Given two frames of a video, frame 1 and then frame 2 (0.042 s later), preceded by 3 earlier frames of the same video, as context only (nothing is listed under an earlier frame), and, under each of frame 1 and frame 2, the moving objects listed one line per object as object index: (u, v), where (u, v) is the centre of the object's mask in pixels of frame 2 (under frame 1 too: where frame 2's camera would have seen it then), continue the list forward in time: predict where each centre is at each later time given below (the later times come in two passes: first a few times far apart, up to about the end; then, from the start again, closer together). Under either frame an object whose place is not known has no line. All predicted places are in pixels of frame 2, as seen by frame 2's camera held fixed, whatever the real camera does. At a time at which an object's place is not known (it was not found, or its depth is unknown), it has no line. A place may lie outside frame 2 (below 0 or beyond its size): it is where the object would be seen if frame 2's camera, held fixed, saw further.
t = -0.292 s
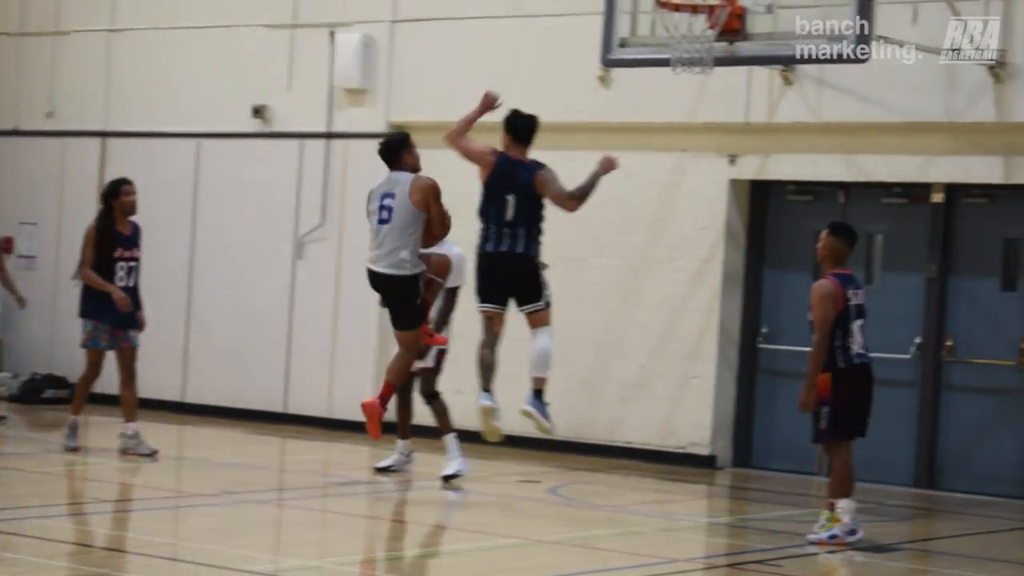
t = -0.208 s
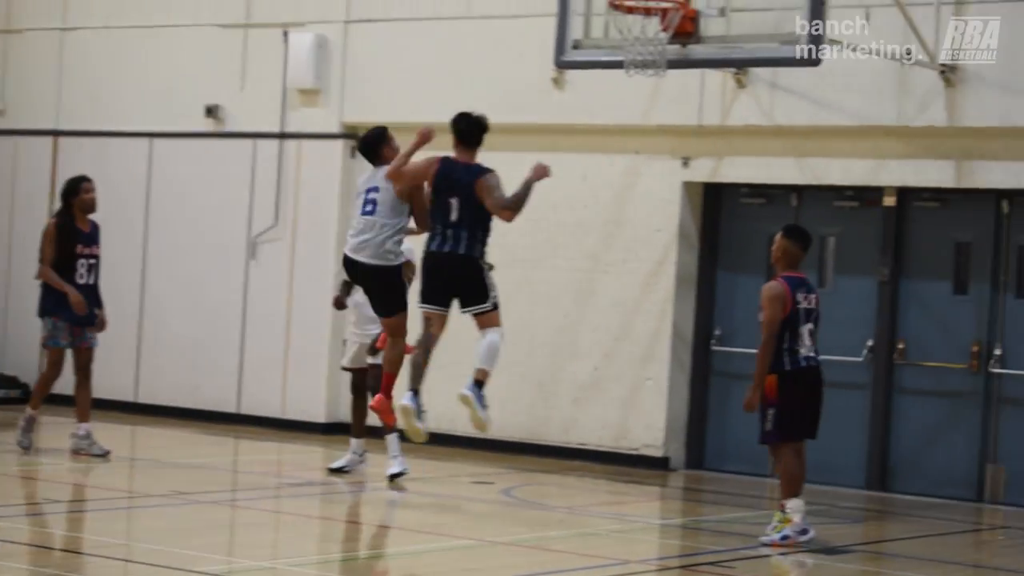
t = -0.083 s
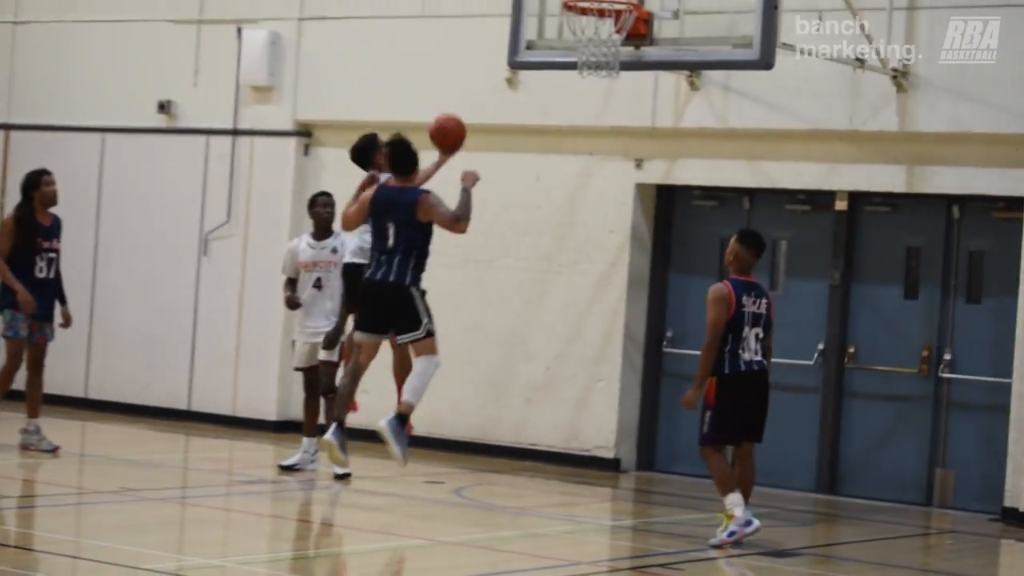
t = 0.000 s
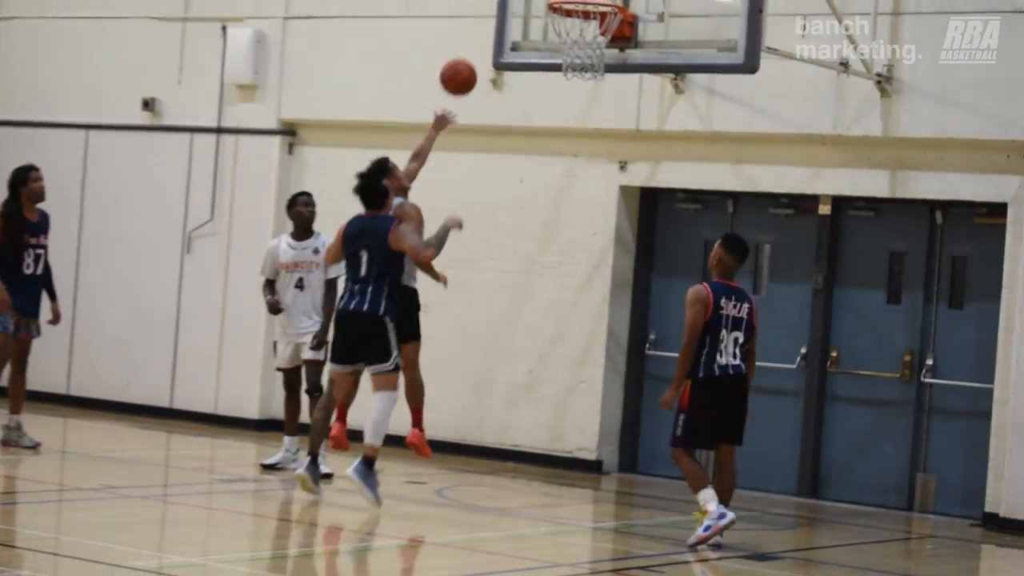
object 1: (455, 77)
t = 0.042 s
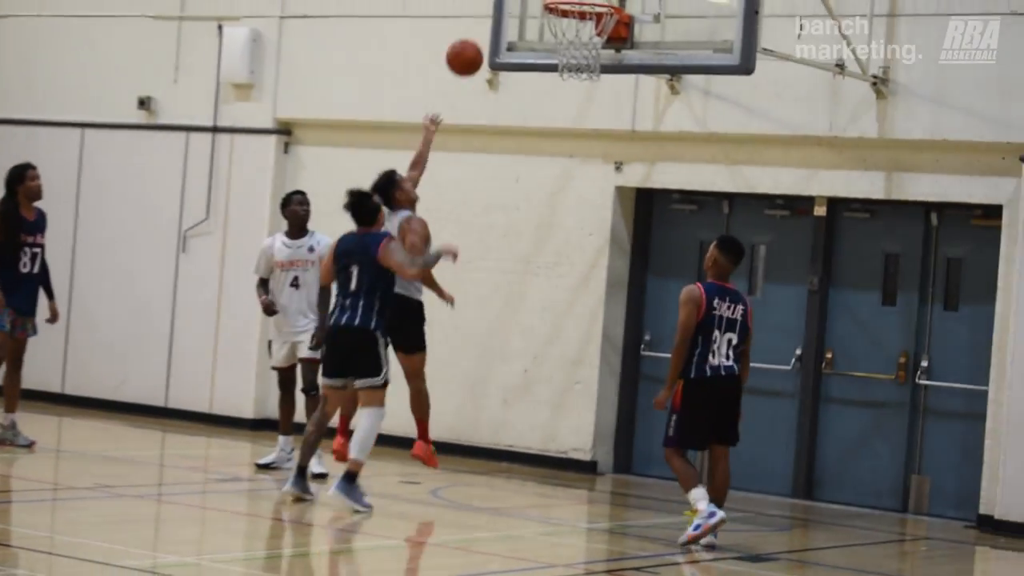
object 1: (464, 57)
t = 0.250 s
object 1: (528, -29)
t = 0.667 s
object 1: (603, -15)
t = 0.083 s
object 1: (480, 31)
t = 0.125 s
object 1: (490, 16)
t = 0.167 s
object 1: (504, -5)
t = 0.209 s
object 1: (514, -15)
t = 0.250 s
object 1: (528, -29)
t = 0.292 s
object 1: (537, -37)
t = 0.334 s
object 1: (551, -46)
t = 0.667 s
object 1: (603, -15)
